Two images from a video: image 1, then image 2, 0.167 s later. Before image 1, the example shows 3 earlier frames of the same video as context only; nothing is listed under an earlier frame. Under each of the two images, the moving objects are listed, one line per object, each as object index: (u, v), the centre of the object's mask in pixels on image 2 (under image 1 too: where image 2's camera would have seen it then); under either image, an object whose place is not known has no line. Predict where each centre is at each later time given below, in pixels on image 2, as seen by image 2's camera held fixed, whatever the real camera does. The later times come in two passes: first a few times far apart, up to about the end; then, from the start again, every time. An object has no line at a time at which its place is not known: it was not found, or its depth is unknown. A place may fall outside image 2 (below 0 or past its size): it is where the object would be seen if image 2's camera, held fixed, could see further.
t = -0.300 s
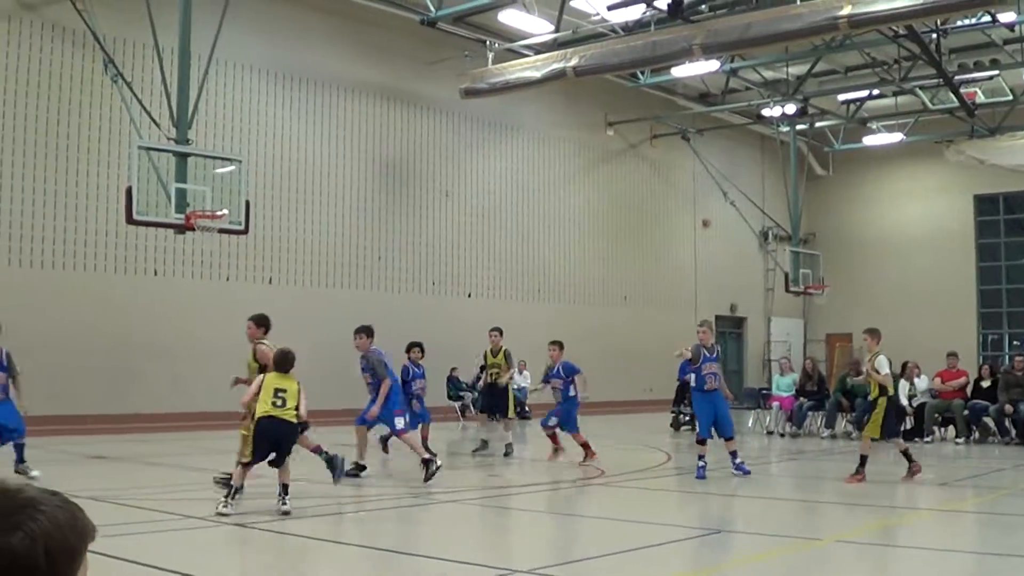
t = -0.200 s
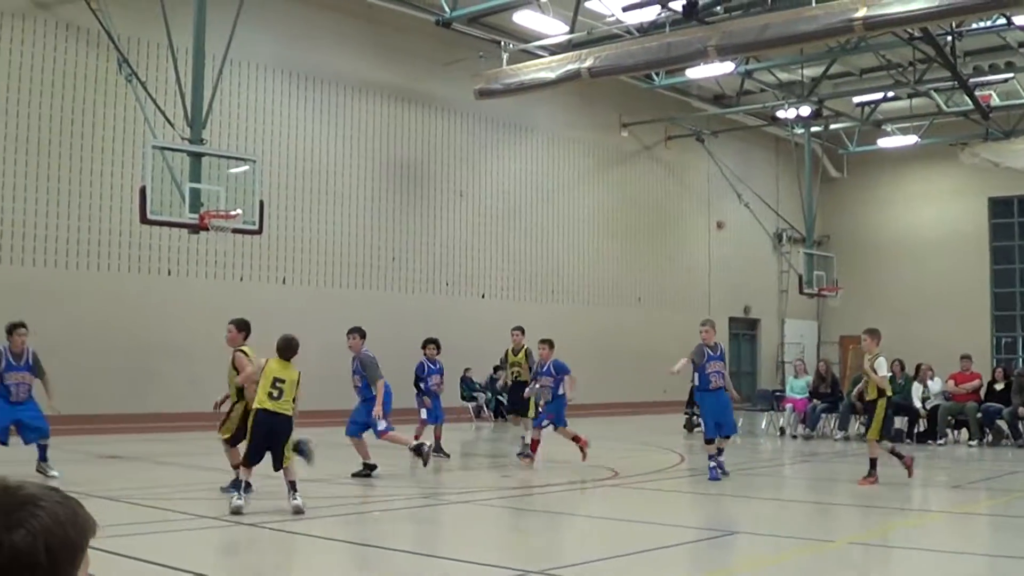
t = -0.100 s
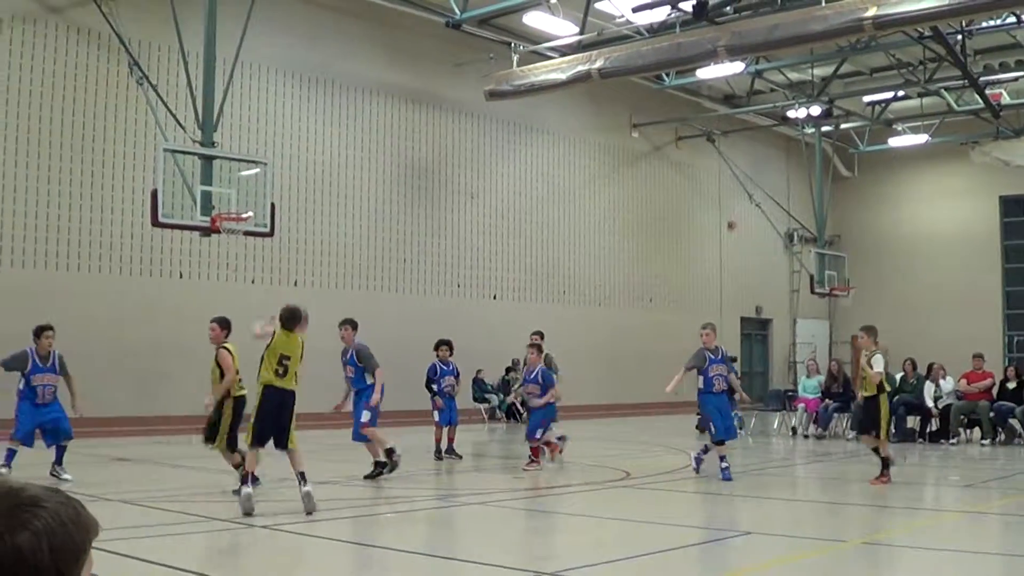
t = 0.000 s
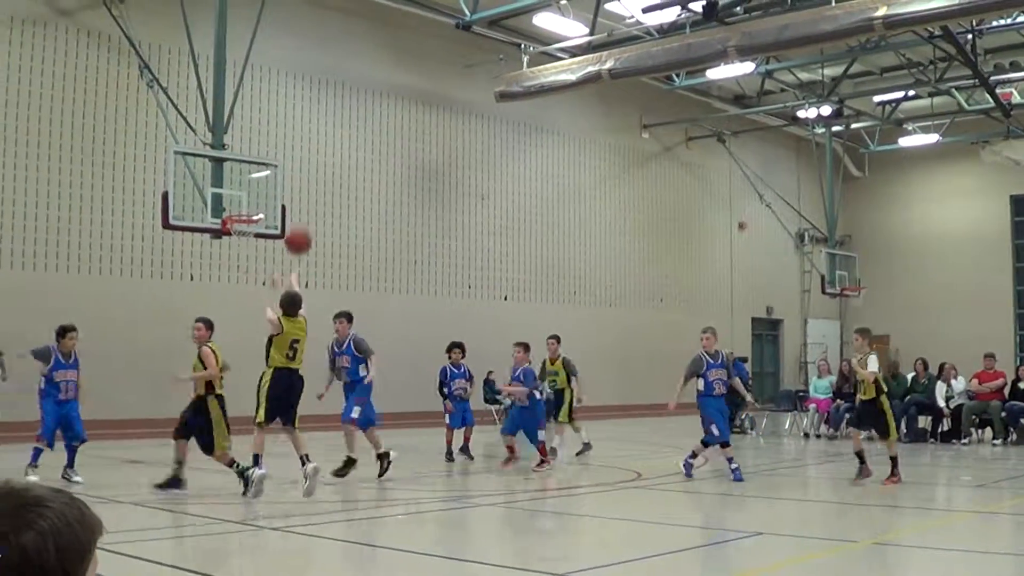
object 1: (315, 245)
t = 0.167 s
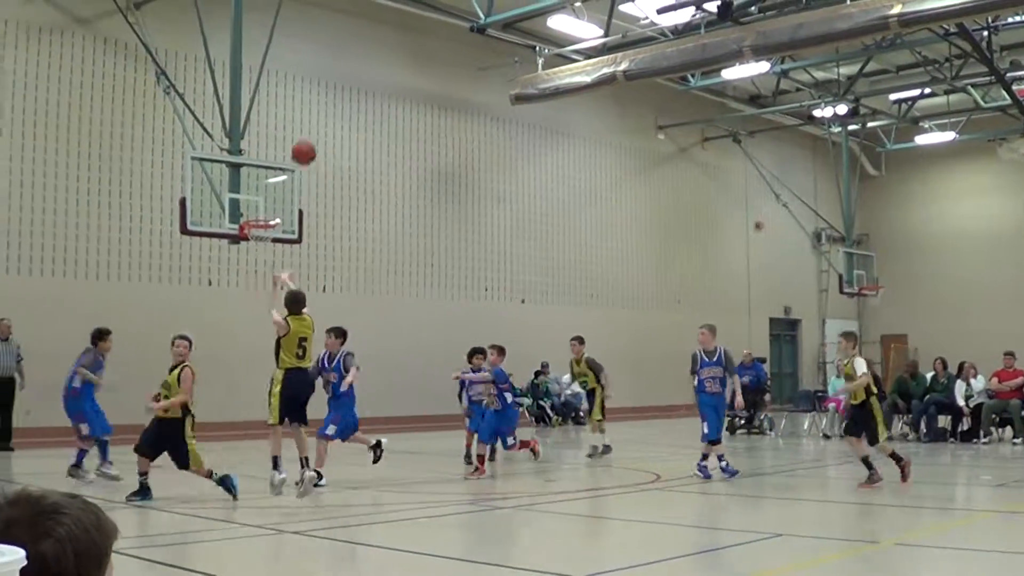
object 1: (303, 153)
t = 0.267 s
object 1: (298, 116)
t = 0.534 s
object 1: (282, 75)
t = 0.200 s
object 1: (301, 139)
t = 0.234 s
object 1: (299, 127)
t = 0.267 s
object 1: (298, 116)
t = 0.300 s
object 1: (295, 108)
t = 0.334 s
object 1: (294, 99)
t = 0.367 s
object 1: (291, 92)
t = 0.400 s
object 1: (289, 87)
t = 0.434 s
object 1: (288, 82)
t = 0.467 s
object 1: (286, 79)
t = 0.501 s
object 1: (285, 77)
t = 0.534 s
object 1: (282, 75)
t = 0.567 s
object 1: (280, 75)
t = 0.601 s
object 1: (279, 75)
